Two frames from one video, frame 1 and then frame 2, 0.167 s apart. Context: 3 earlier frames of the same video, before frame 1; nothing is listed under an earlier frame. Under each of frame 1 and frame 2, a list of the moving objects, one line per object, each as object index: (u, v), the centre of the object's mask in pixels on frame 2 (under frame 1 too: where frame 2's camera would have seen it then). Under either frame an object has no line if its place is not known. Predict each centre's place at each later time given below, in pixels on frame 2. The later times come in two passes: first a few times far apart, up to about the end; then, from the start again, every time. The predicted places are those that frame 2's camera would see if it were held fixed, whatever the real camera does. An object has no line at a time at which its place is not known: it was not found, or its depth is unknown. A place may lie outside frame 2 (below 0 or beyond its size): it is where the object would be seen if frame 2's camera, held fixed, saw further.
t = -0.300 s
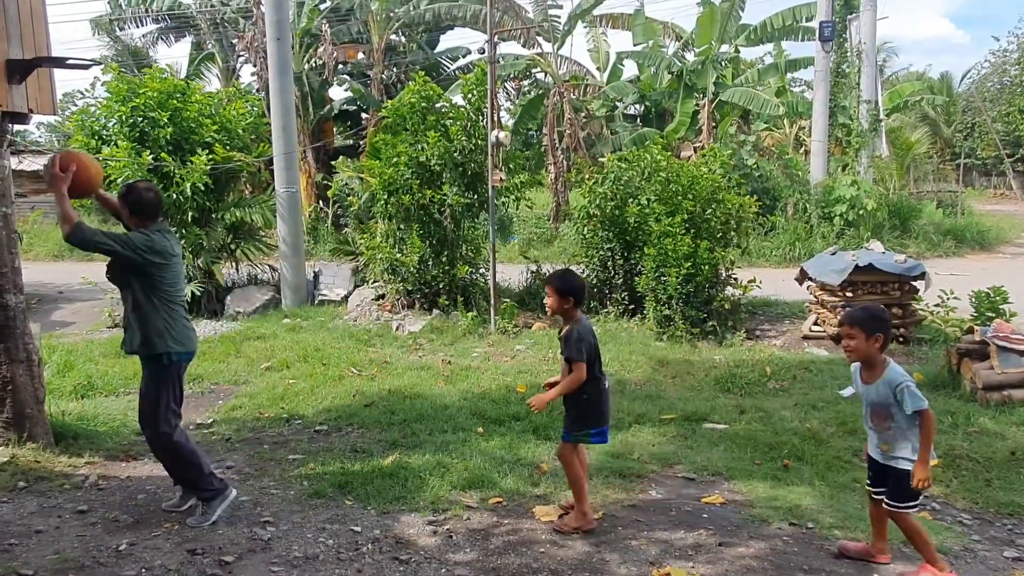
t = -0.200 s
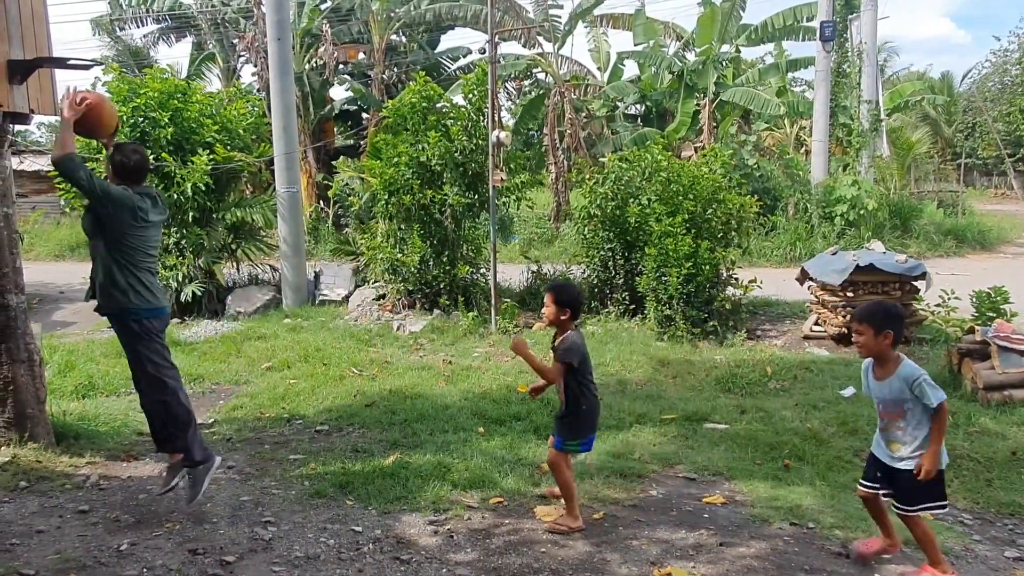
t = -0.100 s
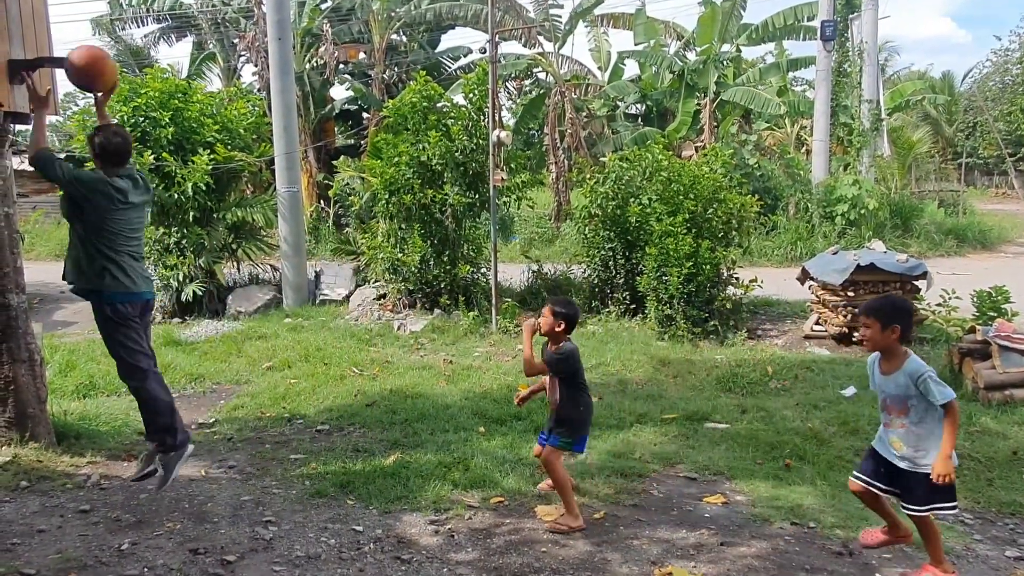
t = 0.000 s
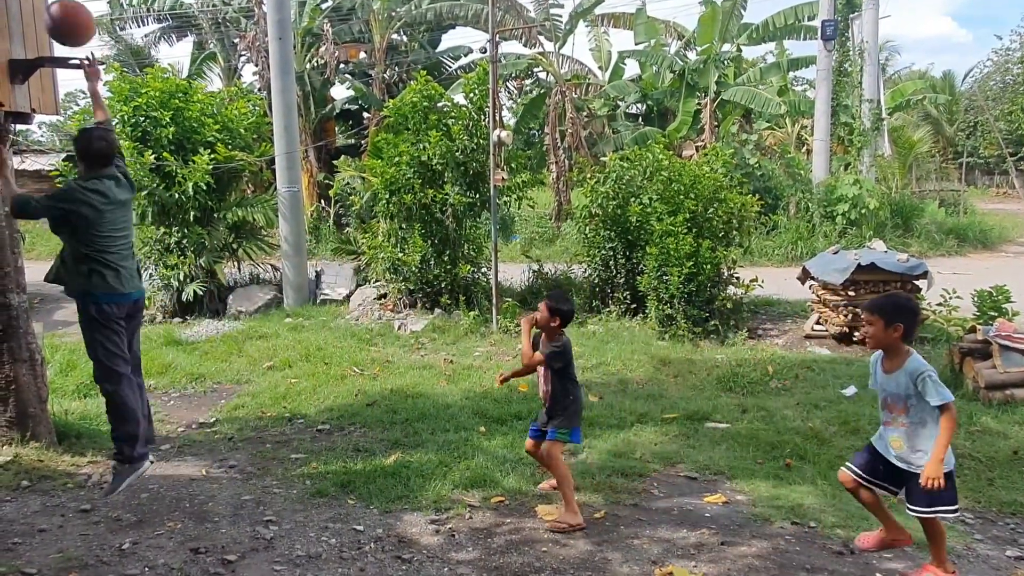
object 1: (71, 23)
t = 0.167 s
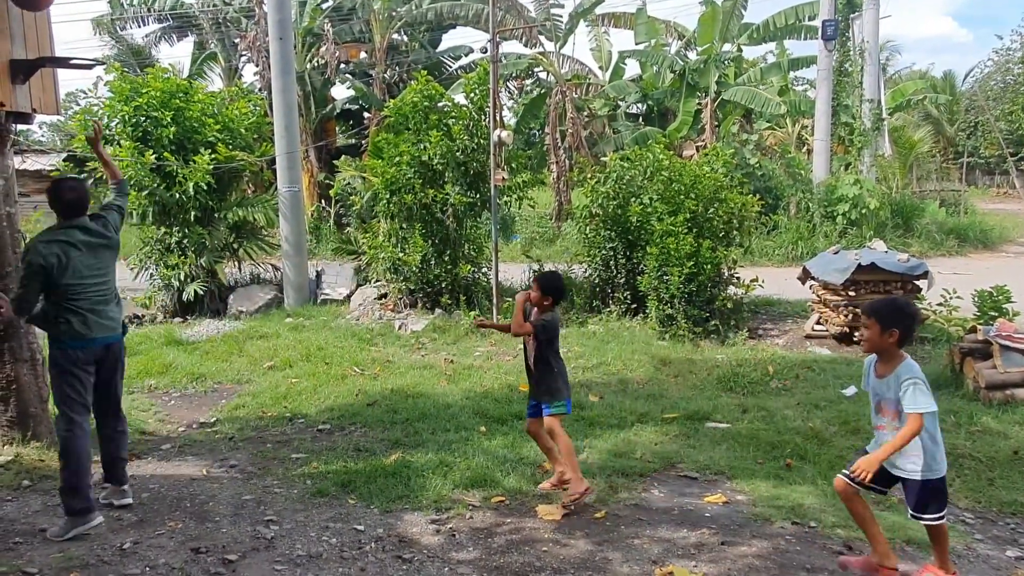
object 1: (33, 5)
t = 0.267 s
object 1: (36, 8)
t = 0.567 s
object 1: (98, 16)
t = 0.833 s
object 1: (108, 40)
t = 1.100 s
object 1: (169, 127)
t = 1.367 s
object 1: (237, 331)
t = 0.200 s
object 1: (26, 5)
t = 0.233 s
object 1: (23, 6)
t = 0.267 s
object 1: (36, 8)
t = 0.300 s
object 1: (48, 11)
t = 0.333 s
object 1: (60, 16)
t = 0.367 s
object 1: (73, 24)
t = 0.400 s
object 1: (86, 36)
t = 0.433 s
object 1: (96, 45)
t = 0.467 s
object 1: (96, 36)
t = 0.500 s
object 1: (96, 26)
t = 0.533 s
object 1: (96, 20)
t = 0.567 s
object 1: (98, 16)
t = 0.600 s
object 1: (99, 14)
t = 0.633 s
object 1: (100, 14)
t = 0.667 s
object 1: (101, 14)
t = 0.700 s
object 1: (102, 15)
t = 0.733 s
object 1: (103, 18)
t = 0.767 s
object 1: (104, 22)
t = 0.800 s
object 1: (106, 30)
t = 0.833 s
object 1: (108, 40)
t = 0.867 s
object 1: (112, 49)
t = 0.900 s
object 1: (119, 54)
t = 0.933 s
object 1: (127, 61)
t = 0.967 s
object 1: (135, 70)
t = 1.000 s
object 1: (143, 82)
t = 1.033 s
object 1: (151, 95)
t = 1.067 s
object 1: (160, 110)
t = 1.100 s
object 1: (169, 127)
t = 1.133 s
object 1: (177, 146)
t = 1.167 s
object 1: (186, 167)
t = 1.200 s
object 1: (194, 190)
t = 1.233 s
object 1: (203, 215)
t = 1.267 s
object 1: (212, 241)
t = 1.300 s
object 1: (221, 270)
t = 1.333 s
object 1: (229, 299)
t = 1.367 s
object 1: (237, 331)
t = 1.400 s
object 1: (246, 363)
